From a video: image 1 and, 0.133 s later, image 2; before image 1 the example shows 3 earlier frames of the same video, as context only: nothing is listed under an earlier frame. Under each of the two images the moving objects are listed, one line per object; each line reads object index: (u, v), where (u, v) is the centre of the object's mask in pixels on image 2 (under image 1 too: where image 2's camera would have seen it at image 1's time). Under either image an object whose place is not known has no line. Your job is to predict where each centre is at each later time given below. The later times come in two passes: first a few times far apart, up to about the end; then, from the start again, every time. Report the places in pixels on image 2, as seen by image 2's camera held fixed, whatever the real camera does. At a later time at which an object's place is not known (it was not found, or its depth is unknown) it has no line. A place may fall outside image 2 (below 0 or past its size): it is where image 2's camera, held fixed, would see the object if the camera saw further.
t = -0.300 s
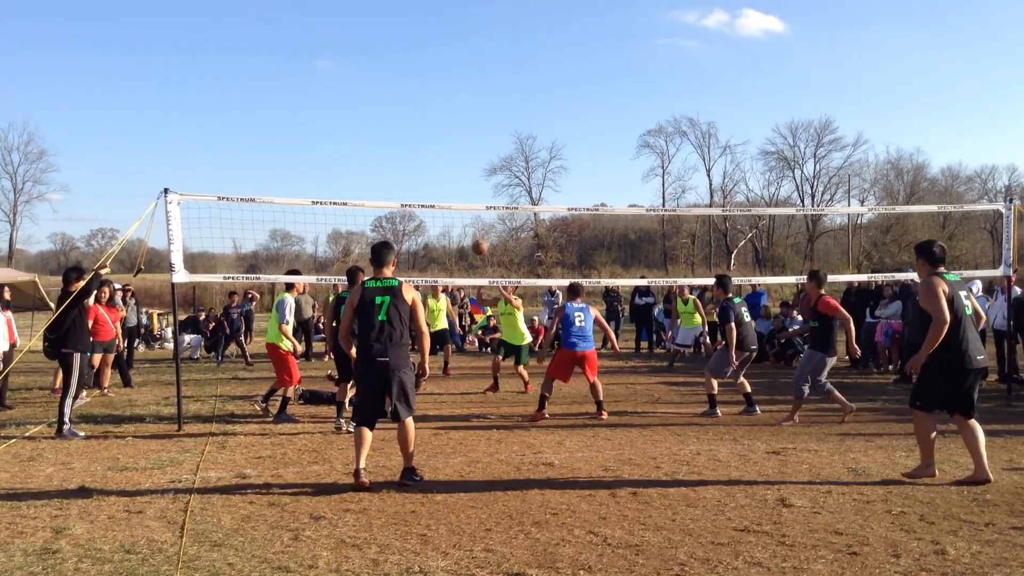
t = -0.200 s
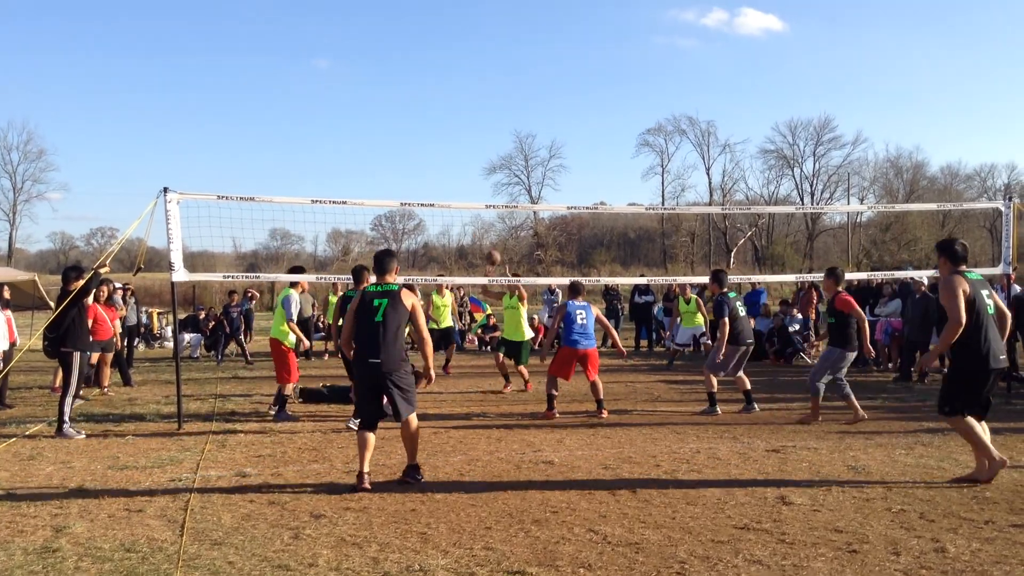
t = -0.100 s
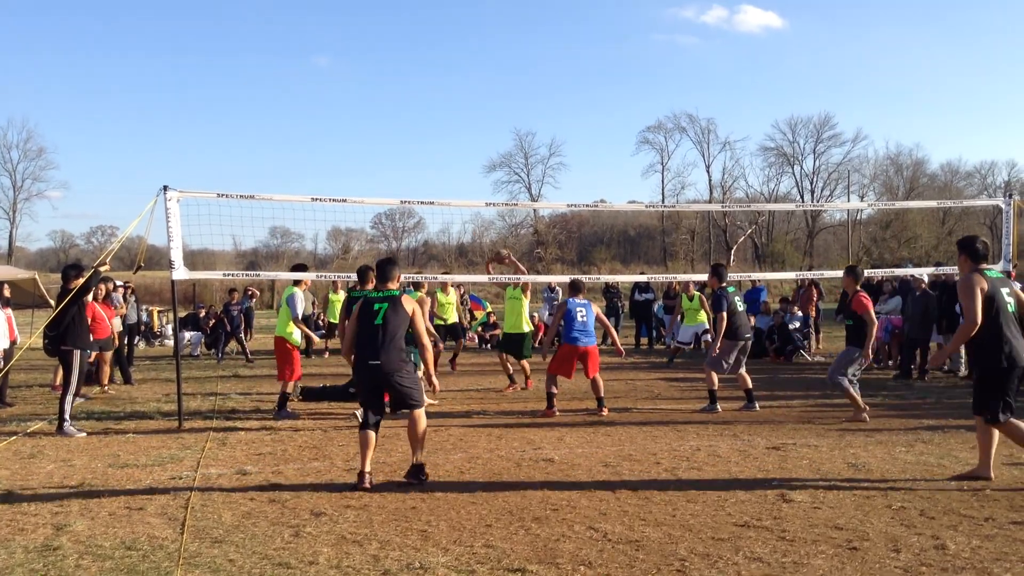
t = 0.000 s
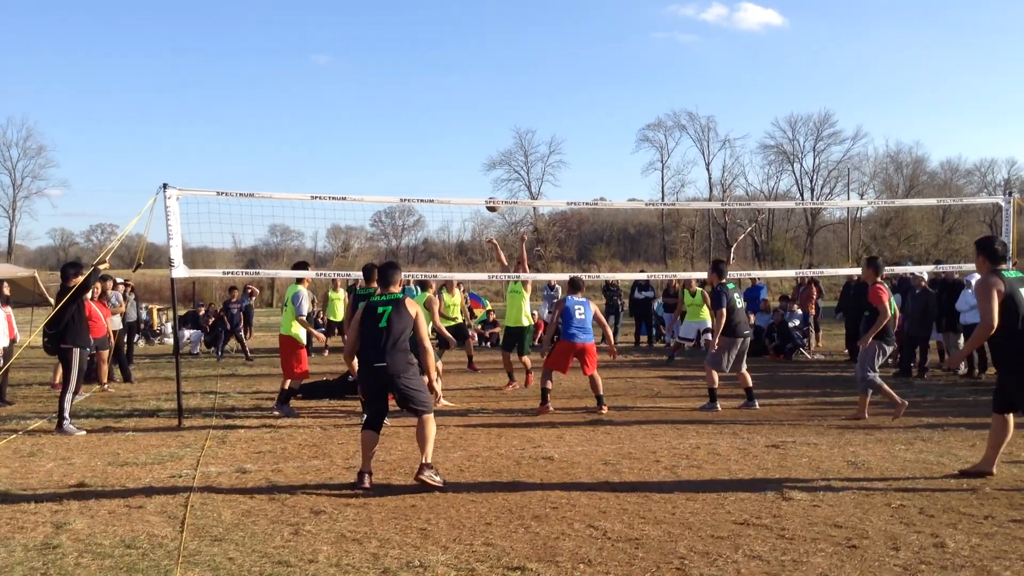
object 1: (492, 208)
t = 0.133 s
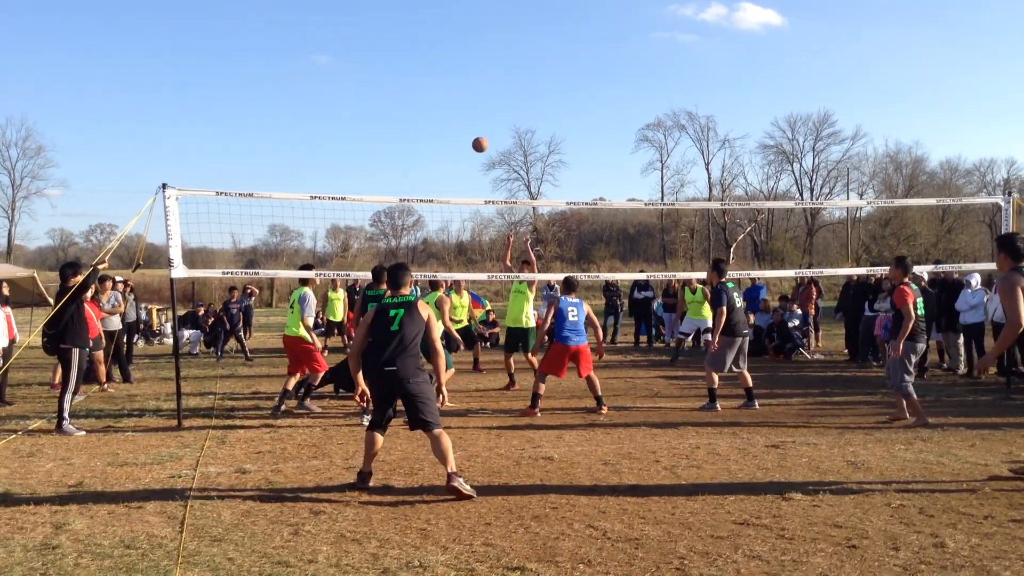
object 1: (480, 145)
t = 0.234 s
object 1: (470, 108)
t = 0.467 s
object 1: (446, 48)
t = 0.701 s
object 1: (422, 30)
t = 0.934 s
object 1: (399, 55)
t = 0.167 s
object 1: (477, 131)
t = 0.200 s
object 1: (473, 119)
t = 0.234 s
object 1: (470, 108)
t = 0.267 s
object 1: (467, 97)
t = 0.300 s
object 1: (463, 87)
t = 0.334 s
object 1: (460, 77)
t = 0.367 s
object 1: (456, 69)
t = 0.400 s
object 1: (453, 61)
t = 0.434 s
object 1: (450, 54)
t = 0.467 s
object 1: (446, 48)
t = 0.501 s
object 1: (443, 43)
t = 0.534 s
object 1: (439, 39)
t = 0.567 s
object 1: (436, 35)
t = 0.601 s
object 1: (432, 32)
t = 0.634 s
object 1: (429, 30)
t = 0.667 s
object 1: (426, 30)
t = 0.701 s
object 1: (422, 30)
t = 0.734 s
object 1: (419, 30)
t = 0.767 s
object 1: (415, 32)
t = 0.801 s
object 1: (412, 35)
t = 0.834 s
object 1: (409, 39)
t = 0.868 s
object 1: (405, 43)
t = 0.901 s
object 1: (402, 49)
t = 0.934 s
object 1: (399, 55)
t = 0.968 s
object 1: (396, 63)
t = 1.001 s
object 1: (393, 71)
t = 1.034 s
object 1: (389, 80)
